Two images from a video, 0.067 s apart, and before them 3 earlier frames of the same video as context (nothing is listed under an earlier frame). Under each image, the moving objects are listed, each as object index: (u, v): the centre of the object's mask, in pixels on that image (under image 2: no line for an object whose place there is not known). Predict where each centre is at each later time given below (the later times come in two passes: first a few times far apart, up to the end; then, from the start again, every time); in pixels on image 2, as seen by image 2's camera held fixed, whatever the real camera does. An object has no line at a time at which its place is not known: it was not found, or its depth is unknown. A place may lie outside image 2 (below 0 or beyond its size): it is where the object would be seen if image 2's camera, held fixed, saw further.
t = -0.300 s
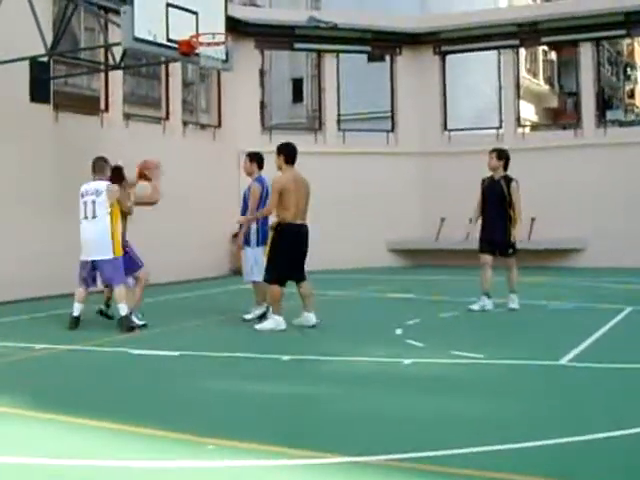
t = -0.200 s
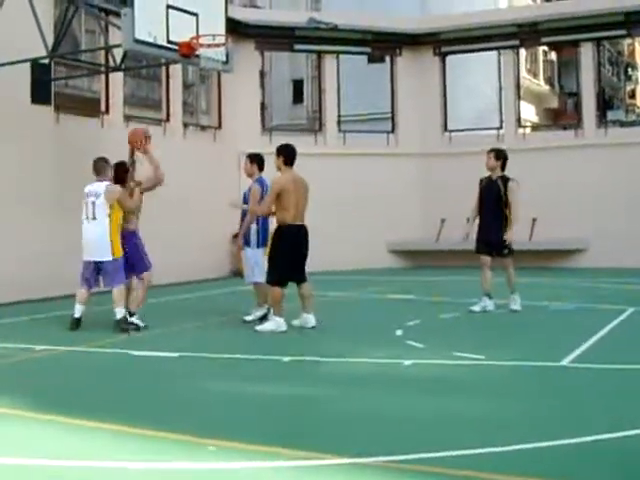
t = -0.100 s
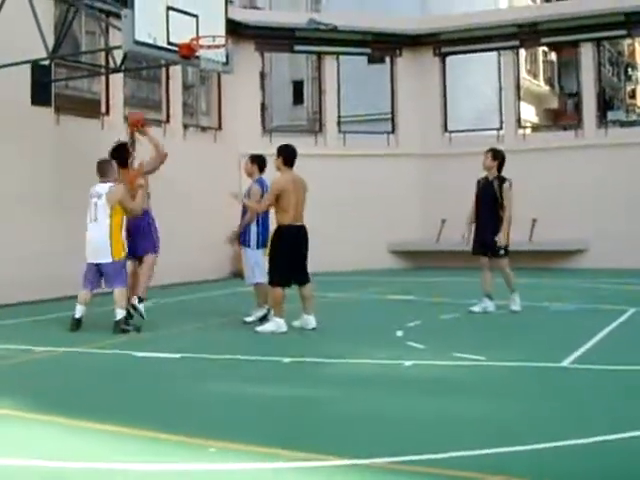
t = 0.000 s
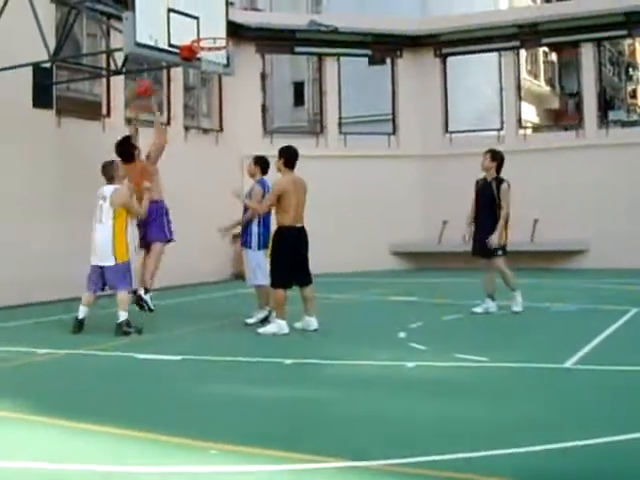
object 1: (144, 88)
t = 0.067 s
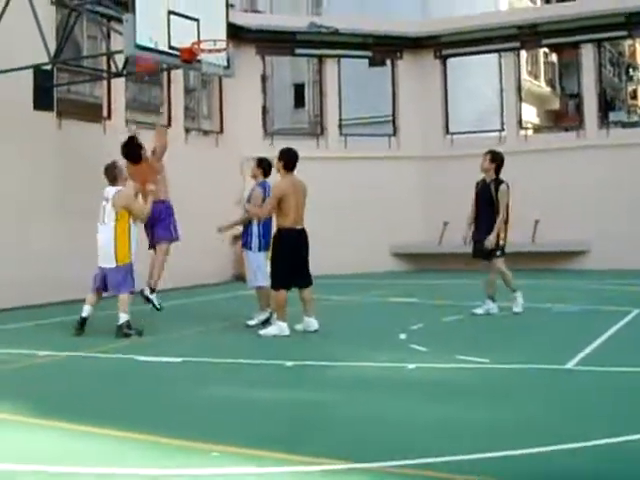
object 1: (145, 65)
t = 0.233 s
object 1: (167, 40)
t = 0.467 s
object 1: (201, 51)
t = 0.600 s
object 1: (218, 75)
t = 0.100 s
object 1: (147, 55)
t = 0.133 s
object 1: (153, 49)
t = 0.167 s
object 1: (157, 45)
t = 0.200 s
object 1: (162, 42)
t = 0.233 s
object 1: (167, 40)
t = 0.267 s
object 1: (172, 38)
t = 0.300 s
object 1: (177, 39)
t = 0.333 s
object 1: (181, 39)
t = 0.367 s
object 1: (186, 40)
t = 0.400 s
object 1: (190, 43)
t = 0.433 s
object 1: (197, 47)
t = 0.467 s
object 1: (201, 51)
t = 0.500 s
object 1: (204, 55)
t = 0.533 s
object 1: (210, 61)
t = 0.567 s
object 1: (214, 67)
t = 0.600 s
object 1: (218, 75)
